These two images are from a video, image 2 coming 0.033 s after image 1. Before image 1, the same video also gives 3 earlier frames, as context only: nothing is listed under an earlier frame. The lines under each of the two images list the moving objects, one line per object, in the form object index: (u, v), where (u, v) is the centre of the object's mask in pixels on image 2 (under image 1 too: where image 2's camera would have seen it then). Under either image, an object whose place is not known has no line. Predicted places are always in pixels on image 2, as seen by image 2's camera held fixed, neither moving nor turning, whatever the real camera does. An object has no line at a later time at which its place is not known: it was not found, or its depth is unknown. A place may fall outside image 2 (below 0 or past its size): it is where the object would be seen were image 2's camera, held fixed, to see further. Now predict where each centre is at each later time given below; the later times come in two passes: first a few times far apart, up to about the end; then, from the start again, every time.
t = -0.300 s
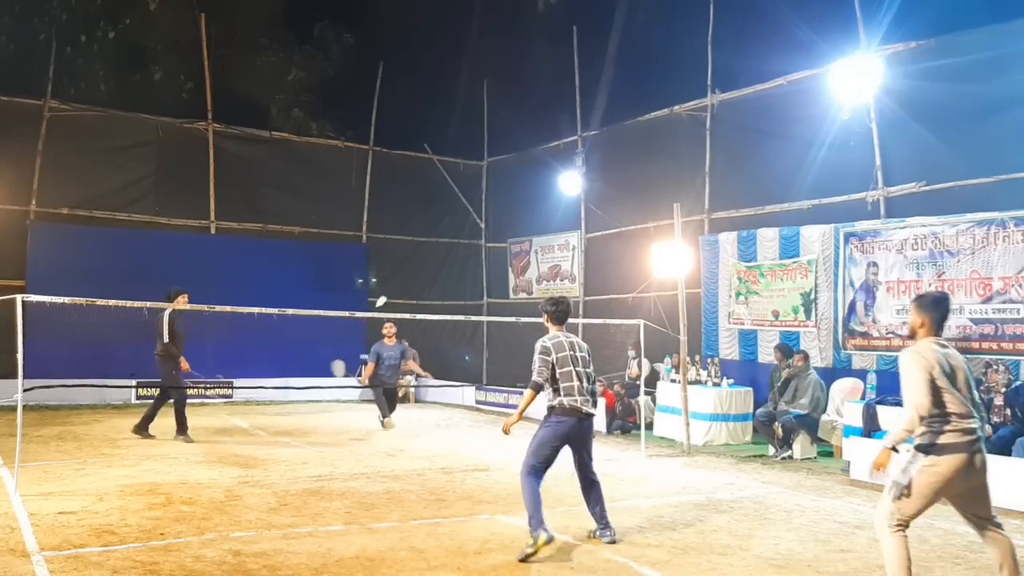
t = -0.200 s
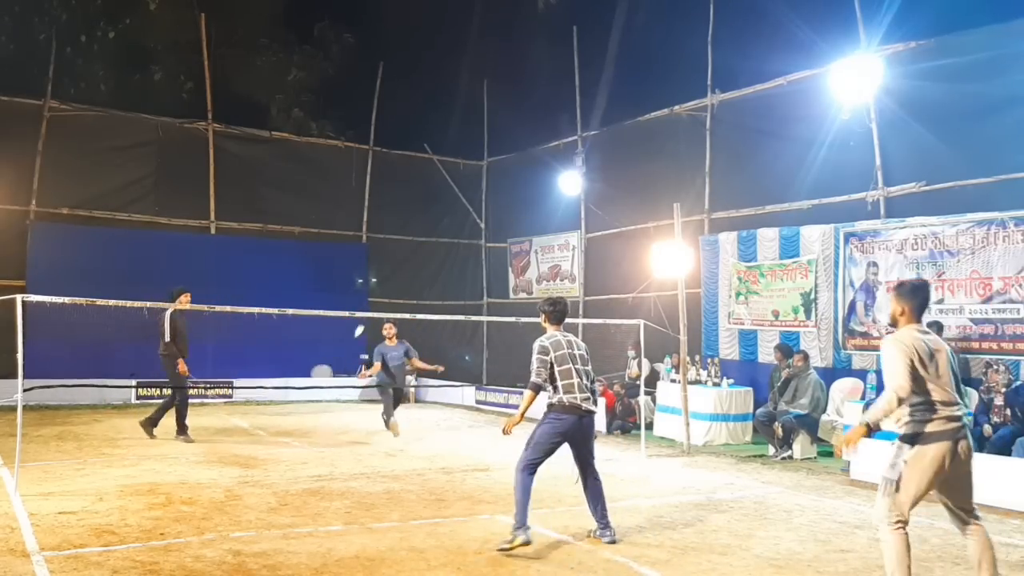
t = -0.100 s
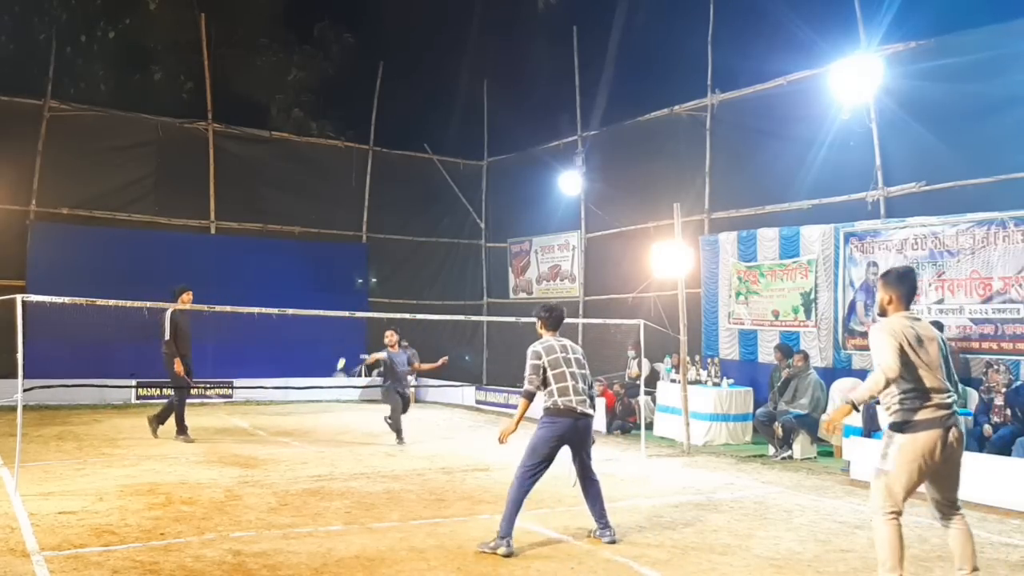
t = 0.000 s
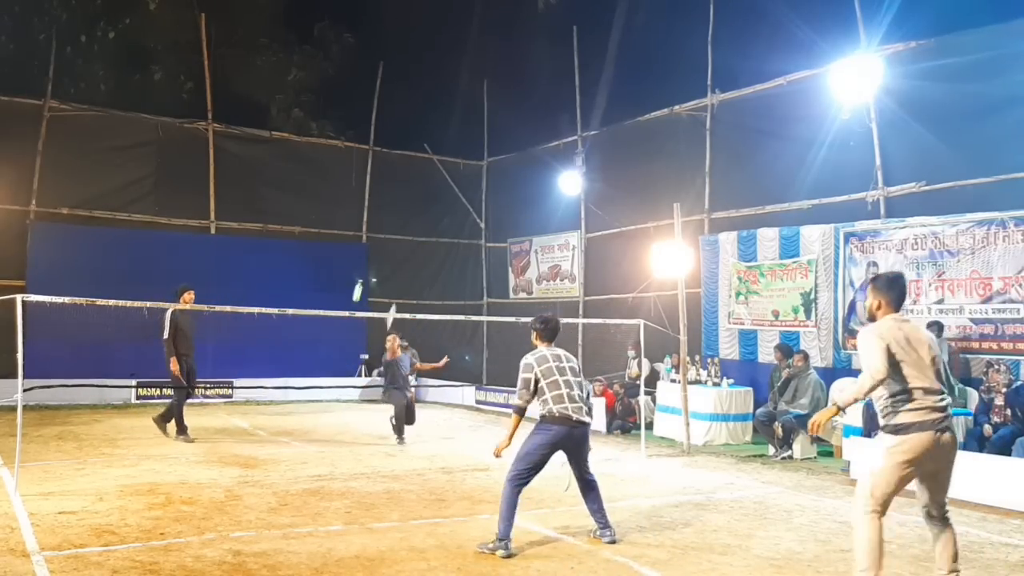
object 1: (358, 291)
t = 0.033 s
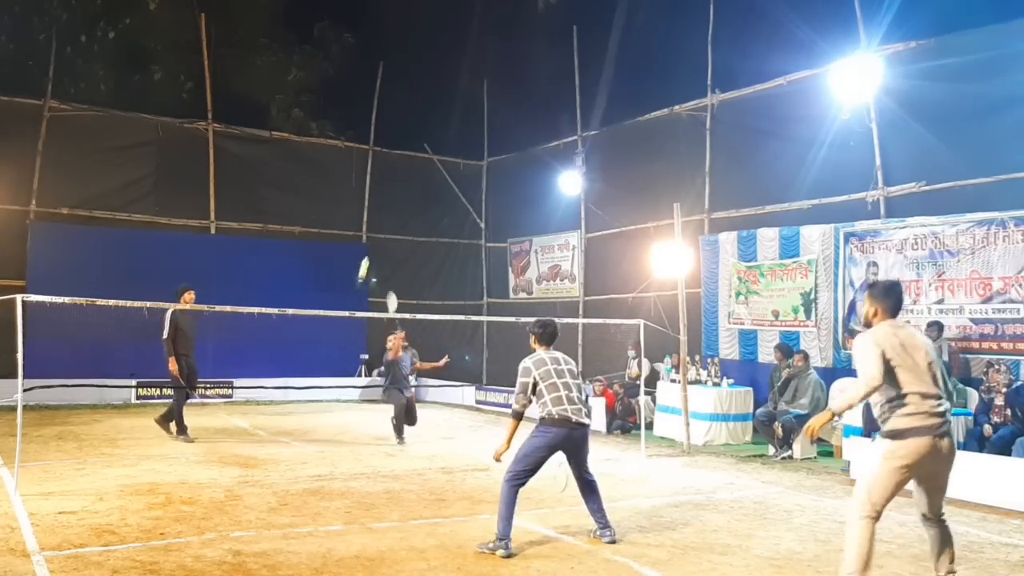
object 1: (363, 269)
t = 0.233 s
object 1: (401, 143)
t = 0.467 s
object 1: (442, 62)
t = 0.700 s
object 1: (482, 65)
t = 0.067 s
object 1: (370, 243)
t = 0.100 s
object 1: (377, 220)
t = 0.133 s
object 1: (383, 199)
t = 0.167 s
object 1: (389, 179)
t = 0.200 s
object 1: (395, 160)
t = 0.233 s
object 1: (401, 143)
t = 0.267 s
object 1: (407, 127)
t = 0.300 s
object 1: (413, 112)
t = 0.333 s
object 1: (418, 99)
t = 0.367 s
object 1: (424, 88)
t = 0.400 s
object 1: (430, 78)
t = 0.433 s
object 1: (436, 69)
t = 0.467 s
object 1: (442, 62)
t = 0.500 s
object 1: (448, 57)
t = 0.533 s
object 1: (453, 53)
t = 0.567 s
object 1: (459, 51)
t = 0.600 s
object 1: (465, 51)
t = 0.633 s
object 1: (470, 54)
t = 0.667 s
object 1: (477, 58)
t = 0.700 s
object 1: (482, 65)
